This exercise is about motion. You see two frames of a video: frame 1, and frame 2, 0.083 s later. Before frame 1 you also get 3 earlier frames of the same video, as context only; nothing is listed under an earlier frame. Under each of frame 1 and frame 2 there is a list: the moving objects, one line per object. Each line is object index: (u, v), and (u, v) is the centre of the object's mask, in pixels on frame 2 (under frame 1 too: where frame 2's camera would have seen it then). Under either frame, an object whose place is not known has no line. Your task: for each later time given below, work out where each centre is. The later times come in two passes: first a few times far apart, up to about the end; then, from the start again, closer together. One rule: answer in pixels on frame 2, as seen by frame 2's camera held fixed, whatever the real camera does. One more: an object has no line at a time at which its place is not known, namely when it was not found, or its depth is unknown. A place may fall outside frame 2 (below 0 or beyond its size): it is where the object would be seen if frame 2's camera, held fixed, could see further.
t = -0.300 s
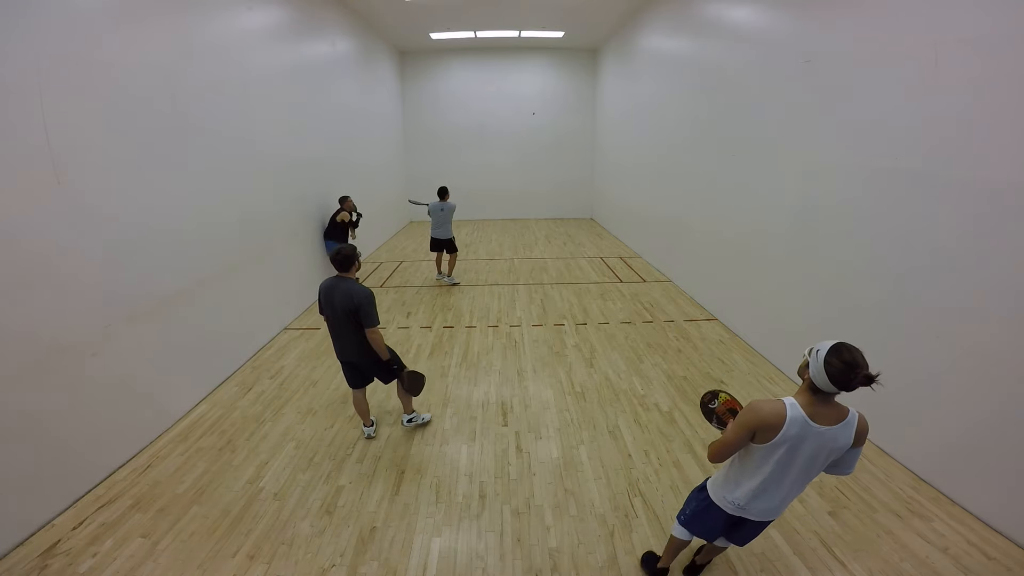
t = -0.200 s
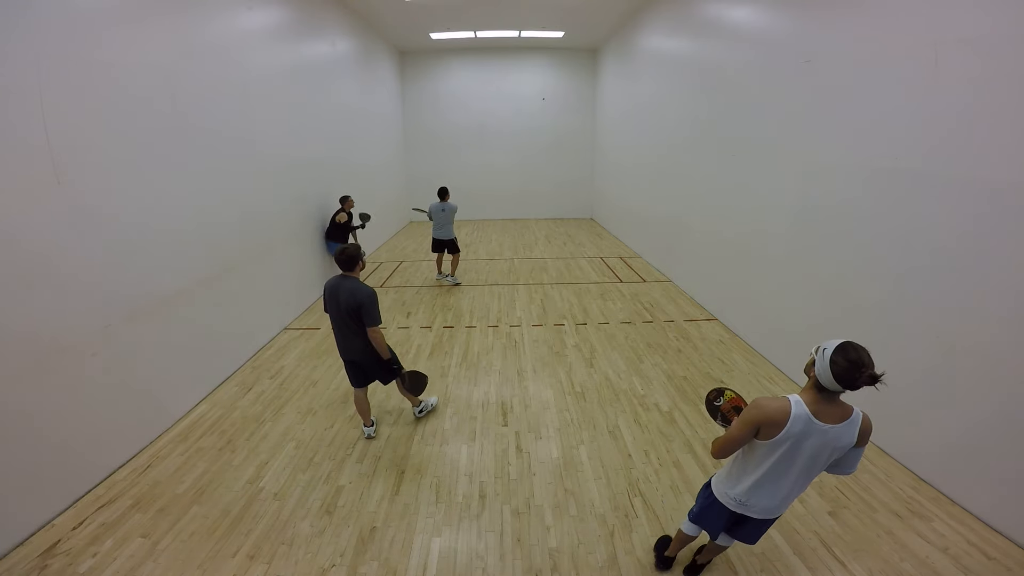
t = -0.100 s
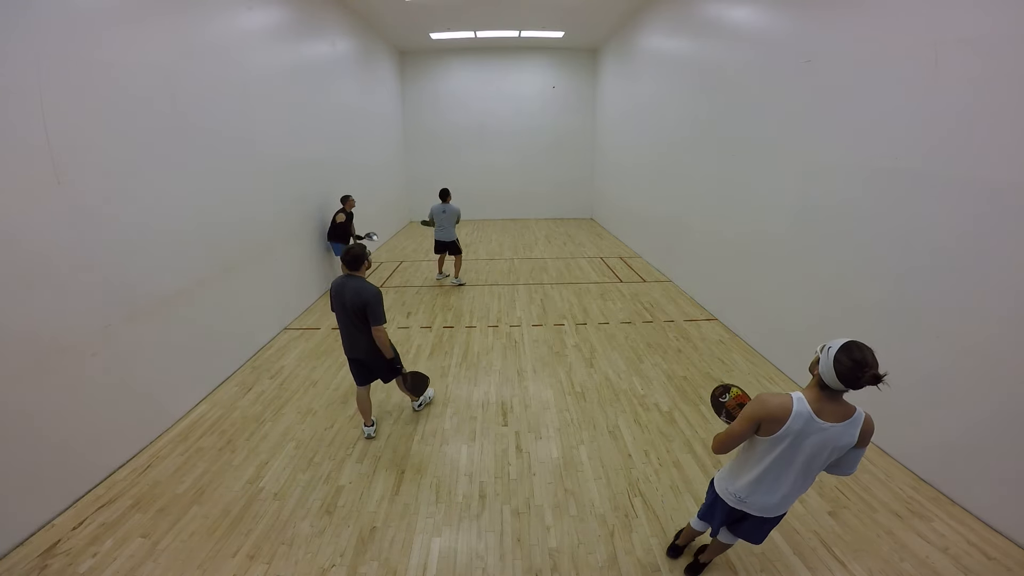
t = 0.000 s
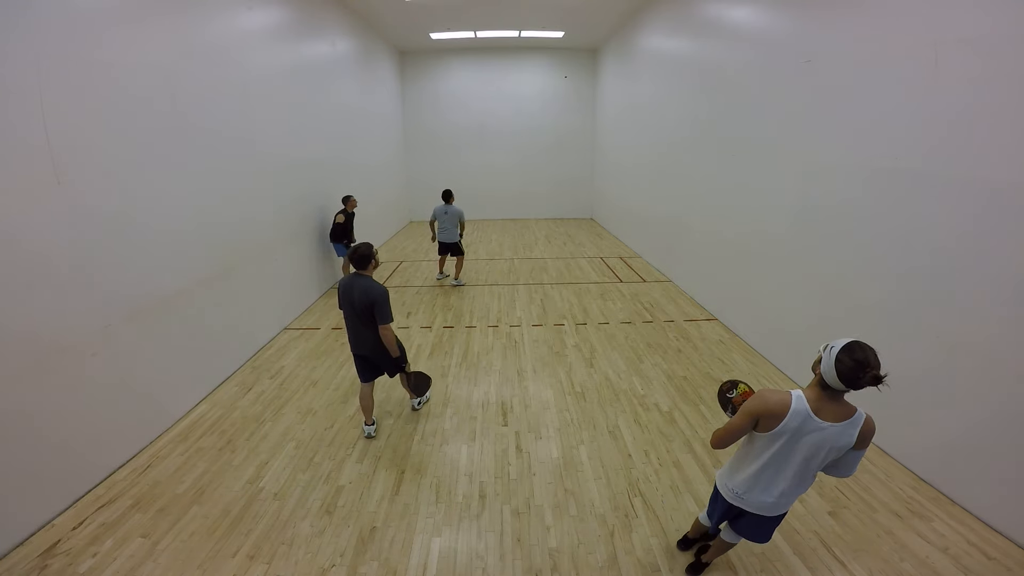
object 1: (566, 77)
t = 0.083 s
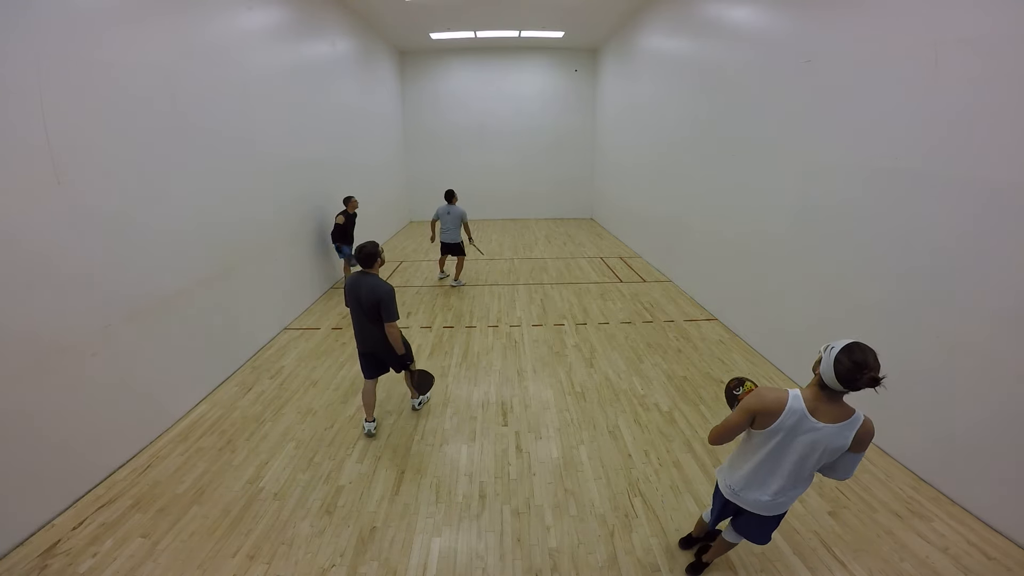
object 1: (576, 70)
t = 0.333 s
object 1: (623, 60)
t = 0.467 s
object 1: (661, 65)
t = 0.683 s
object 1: (728, 93)
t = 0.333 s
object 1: (623, 60)
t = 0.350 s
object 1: (629, 60)
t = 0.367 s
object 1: (632, 60)
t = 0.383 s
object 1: (635, 60)
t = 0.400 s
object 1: (642, 61)
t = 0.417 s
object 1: (646, 62)
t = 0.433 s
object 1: (649, 62)
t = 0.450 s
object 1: (657, 64)
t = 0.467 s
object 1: (661, 65)
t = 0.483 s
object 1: (665, 66)
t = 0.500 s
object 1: (674, 68)
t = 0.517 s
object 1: (678, 69)
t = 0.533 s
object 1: (682, 71)
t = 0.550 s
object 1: (692, 74)
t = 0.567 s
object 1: (697, 76)
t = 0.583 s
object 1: (702, 78)
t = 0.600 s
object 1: (712, 82)
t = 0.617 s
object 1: (718, 85)
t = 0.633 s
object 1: (724, 88)
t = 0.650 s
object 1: (726, 90)
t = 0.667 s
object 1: (727, 92)
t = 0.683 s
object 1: (728, 93)
